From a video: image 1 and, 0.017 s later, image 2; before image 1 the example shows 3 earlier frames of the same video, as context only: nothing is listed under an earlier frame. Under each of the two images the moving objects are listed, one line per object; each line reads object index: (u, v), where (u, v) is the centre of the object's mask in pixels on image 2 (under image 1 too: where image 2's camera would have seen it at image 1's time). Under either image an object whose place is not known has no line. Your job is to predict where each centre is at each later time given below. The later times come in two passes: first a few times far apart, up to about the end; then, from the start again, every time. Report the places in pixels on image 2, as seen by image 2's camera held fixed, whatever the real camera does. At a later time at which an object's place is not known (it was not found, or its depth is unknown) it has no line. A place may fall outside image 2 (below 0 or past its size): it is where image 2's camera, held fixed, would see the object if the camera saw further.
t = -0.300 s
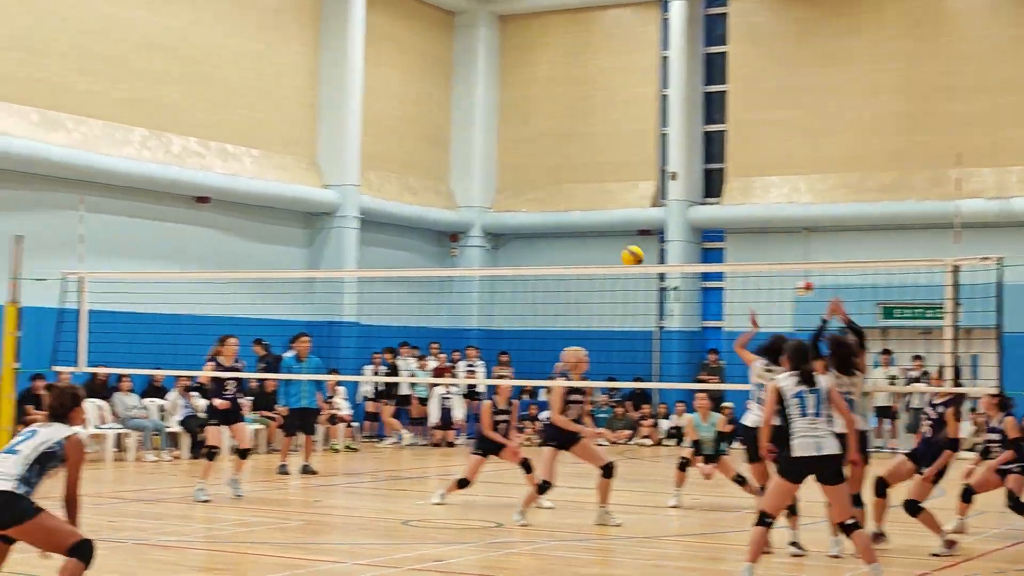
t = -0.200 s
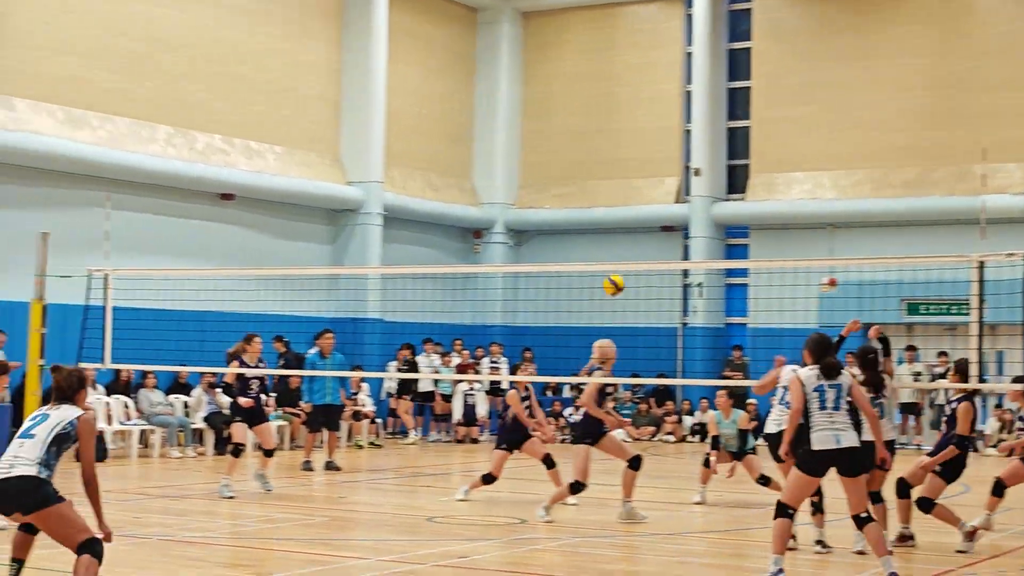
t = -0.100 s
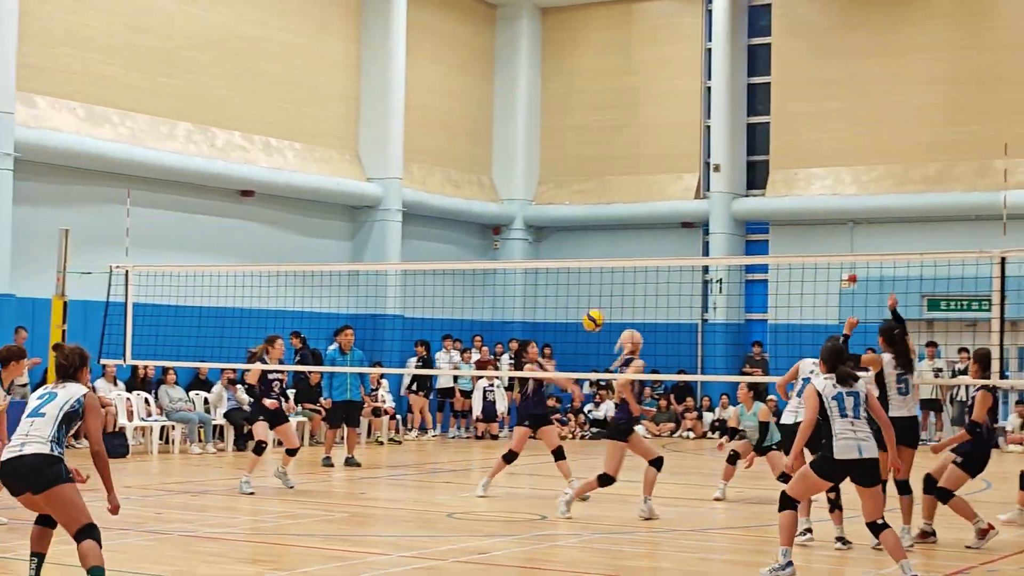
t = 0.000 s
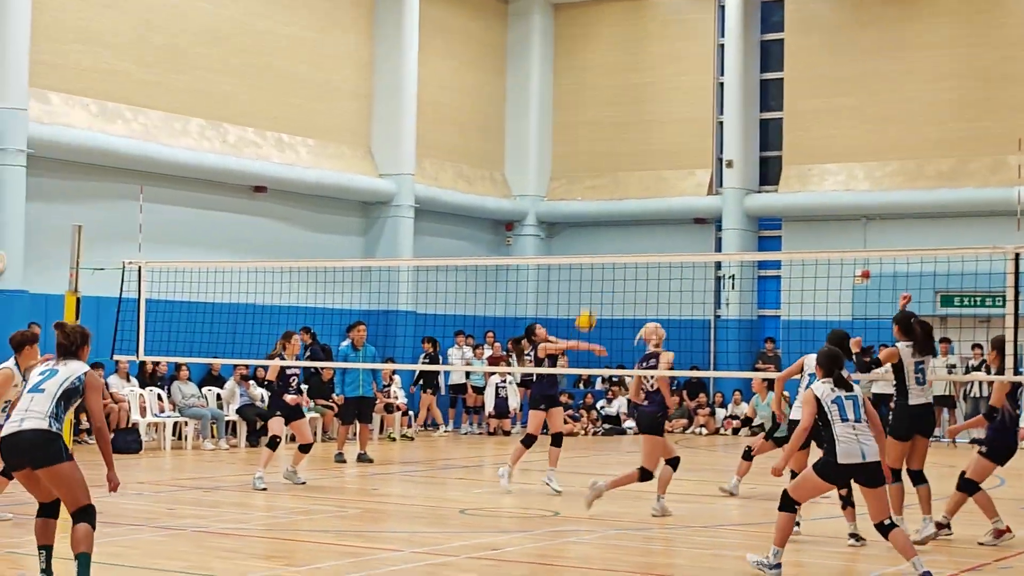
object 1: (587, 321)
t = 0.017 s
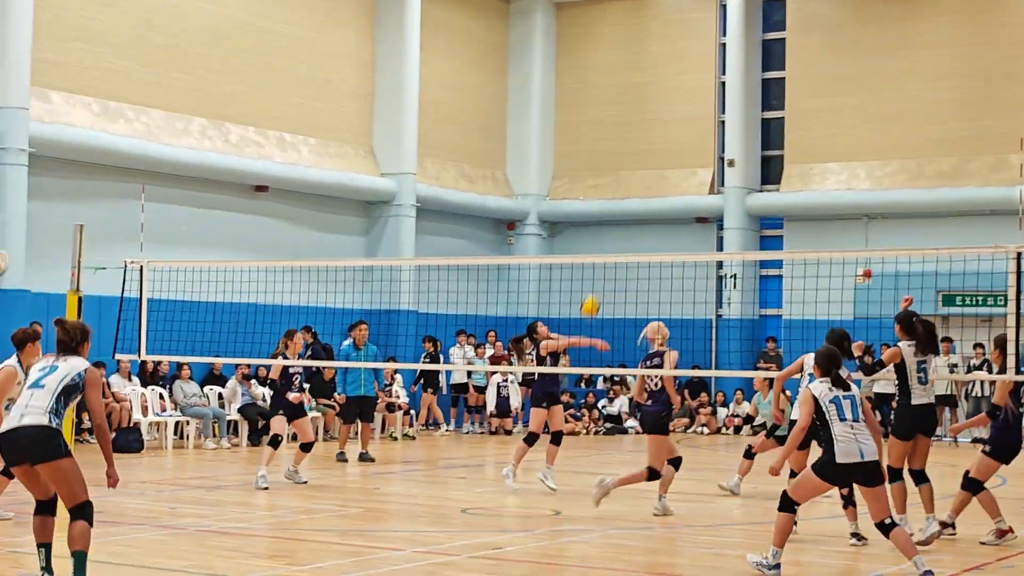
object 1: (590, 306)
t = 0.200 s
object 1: (618, 188)
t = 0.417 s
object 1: (649, 92)
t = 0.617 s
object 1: (674, 46)
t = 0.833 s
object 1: (699, 38)
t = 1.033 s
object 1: (721, 69)
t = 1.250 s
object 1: (744, 139)
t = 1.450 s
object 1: (764, 240)
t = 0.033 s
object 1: (593, 294)
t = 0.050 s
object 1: (595, 281)
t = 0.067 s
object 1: (597, 272)
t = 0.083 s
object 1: (599, 256)
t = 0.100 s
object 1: (603, 246)
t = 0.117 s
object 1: (605, 236)
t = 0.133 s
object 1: (608, 226)
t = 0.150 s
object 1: (610, 216)
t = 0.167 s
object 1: (613, 206)
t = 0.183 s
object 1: (616, 196)
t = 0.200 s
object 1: (618, 188)
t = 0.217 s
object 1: (621, 178)
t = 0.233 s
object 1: (623, 169)
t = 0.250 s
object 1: (626, 161)
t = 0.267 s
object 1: (628, 152)
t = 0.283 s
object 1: (630, 145)
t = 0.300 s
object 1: (632, 138)
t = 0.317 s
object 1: (635, 130)
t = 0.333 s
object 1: (637, 123)
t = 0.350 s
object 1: (639, 116)
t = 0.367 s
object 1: (642, 110)
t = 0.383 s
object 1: (643, 104)
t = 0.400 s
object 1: (647, 98)
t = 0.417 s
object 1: (649, 92)
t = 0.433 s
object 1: (651, 87)
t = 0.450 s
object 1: (653, 82)
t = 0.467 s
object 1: (655, 77)
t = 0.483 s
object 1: (657, 73)
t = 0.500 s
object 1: (659, 69)
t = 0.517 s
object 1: (662, 64)
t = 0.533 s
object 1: (664, 61)
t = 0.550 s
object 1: (665, 57)
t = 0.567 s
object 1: (667, 54)
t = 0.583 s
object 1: (670, 51)
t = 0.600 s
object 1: (672, 49)
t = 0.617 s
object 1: (674, 46)
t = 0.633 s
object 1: (676, 44)
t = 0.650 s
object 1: (678, 42)
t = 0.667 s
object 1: (679, 40)
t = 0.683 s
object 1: (682, 39)
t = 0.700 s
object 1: (684, 38)
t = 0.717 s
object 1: (686, 37)
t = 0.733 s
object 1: (687, 36)
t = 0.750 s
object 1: (689, 36)
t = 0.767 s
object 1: (691, 36)
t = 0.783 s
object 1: (694, 37)
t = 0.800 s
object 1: (695, 36)
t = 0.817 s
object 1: (697, 37)
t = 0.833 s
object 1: (699, 38)
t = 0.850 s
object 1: (700, 39)
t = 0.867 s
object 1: (703, 41)
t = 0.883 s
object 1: (705, 42)
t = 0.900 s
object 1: (707, 44)
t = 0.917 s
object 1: (708, 46)
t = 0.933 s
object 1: (710, 49)
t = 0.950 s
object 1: (712, 52)
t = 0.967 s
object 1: (713, 54)
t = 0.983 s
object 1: (716, 57)
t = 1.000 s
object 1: (717, 61)
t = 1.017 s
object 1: (719, 65)
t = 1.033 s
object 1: (721, 69)
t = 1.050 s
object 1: (722, 72)
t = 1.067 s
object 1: (725, 77)
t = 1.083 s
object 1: (726, 81)
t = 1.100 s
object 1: (727, 86)
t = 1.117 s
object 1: (729, 91)
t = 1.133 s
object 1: (731, 96)
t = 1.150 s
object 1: (733, 102)
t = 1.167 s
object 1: (735, 107)
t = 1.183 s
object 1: (737, 113)
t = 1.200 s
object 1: (739, 119)
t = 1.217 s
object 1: (740, 126)
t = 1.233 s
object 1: (742, 133)
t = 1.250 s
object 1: (744, 139)
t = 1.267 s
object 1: (745, 146)
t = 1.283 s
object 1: (747, 154)
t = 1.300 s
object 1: (749, 161)
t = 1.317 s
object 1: (750, 169)
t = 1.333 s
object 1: (752, 177)
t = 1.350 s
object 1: (754, 185)
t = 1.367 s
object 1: (756, 194)
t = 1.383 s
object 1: (757, 204)
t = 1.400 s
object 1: (759, 213)
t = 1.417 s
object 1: (761, 221)
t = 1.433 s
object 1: (763, 231)
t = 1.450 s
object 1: (764, 240)
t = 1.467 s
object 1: (766, 245)
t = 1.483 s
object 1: (767, 264)
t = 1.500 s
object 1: (769, 271)
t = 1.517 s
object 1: (771, 281)
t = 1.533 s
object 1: (772, 292)
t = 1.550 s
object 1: (774, 304)
